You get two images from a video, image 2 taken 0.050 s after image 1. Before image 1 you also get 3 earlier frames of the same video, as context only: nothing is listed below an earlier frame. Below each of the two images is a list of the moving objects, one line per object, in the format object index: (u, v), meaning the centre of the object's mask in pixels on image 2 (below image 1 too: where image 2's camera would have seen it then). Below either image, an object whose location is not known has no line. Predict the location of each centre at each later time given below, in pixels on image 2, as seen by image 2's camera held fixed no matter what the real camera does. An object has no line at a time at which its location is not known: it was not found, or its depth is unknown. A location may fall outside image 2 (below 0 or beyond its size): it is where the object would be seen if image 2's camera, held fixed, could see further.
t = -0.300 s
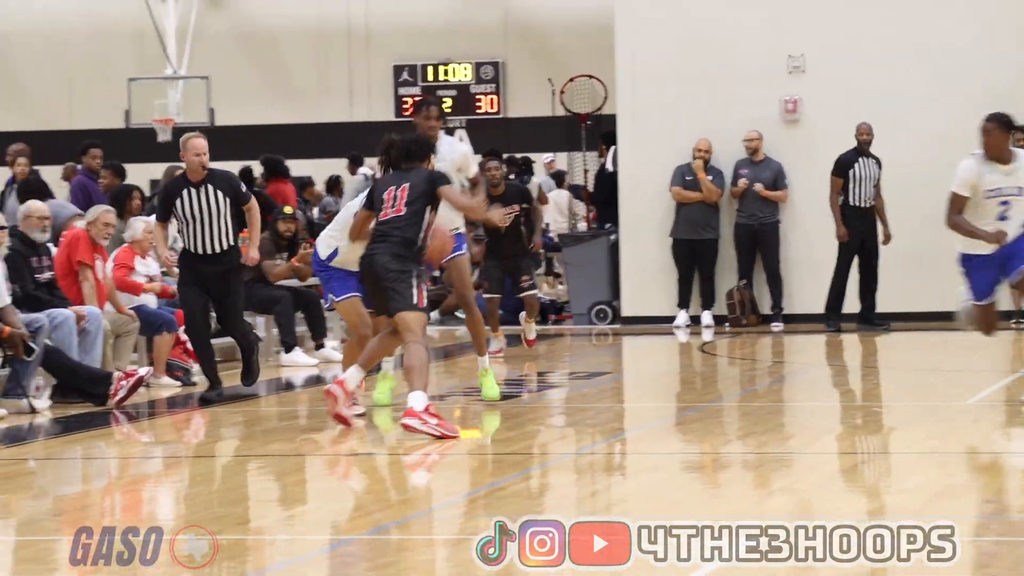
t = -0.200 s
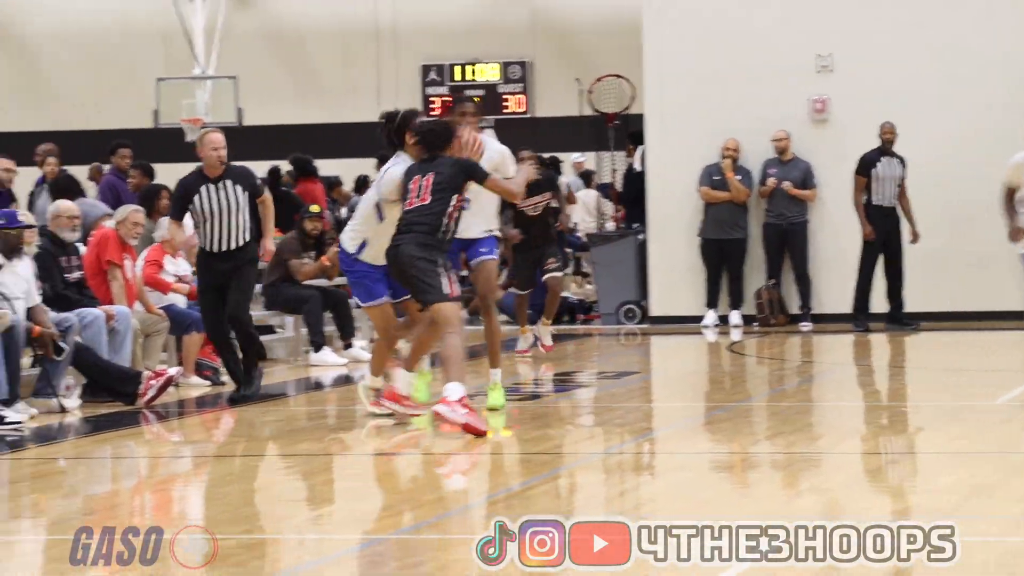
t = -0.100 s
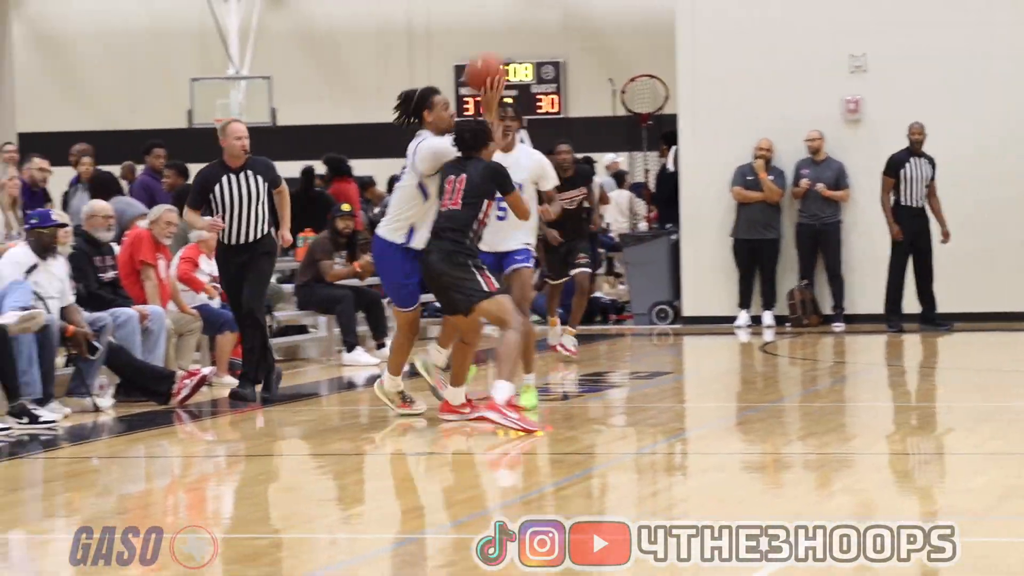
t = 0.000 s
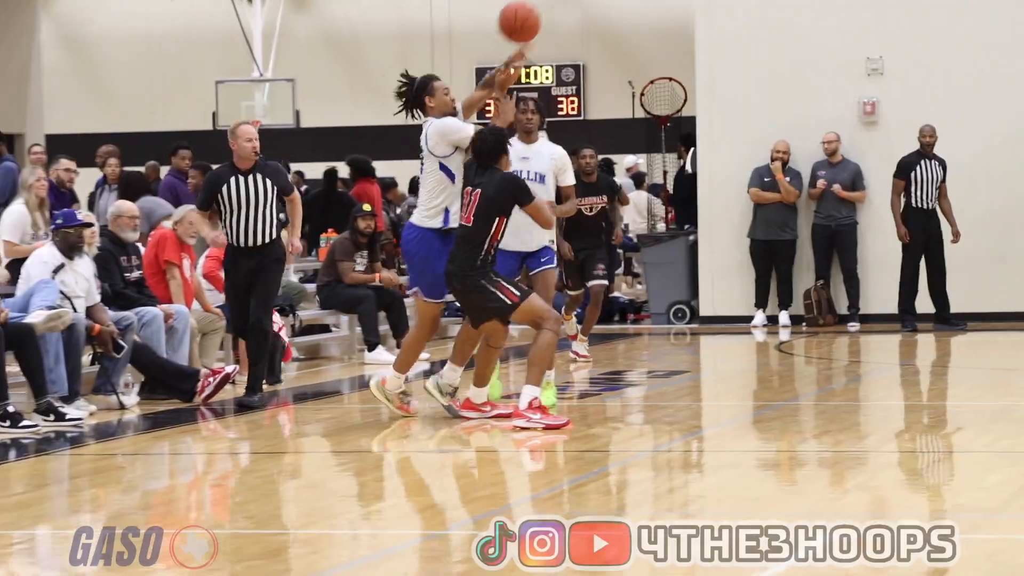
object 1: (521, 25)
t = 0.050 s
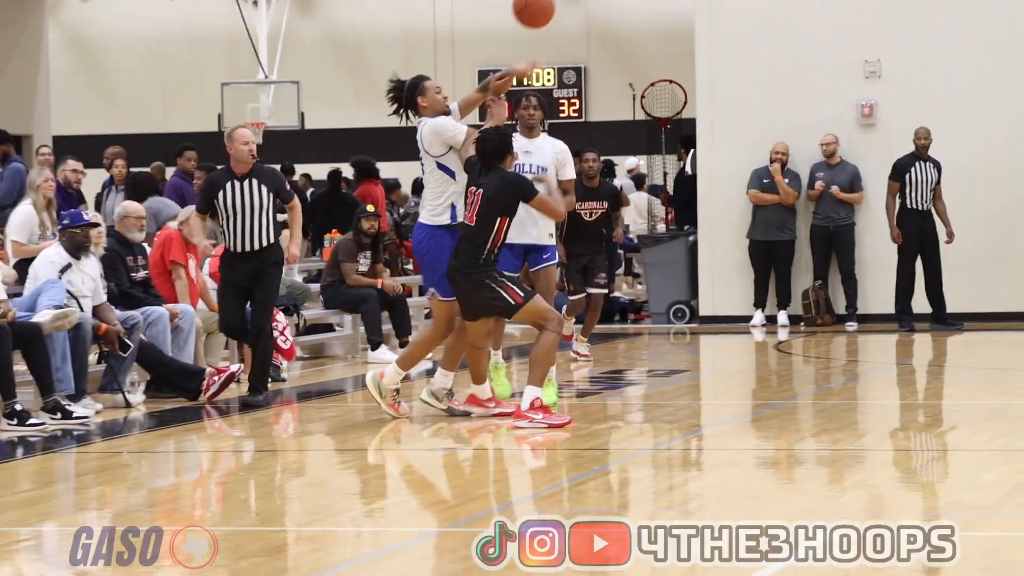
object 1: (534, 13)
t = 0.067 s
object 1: (538, 10)
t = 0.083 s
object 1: (542, 7)
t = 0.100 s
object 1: (547, 5)
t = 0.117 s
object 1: (551, 3)
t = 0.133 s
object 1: (555, 1)
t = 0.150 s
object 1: (558, 0)
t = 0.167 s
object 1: (558, 1)
